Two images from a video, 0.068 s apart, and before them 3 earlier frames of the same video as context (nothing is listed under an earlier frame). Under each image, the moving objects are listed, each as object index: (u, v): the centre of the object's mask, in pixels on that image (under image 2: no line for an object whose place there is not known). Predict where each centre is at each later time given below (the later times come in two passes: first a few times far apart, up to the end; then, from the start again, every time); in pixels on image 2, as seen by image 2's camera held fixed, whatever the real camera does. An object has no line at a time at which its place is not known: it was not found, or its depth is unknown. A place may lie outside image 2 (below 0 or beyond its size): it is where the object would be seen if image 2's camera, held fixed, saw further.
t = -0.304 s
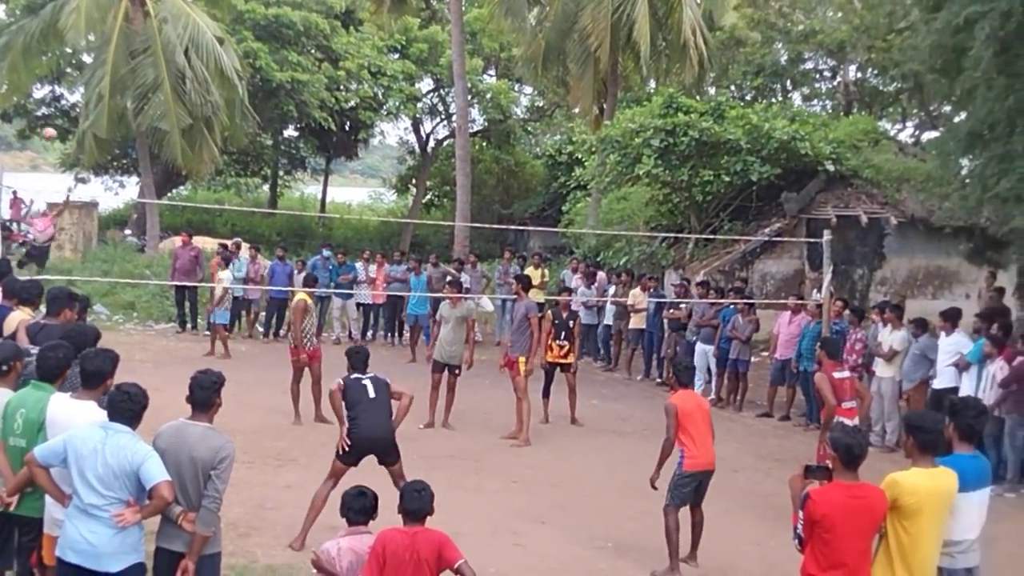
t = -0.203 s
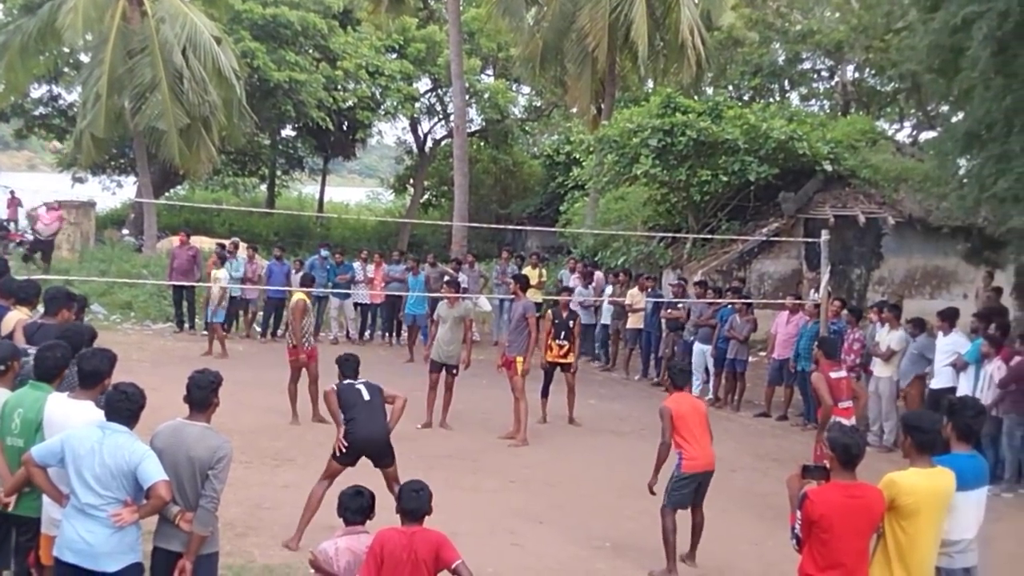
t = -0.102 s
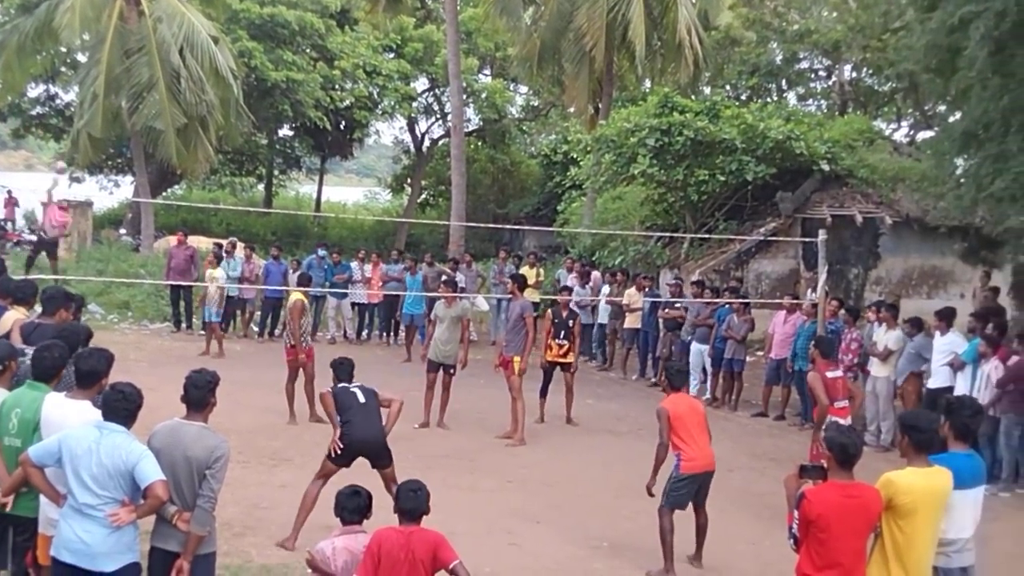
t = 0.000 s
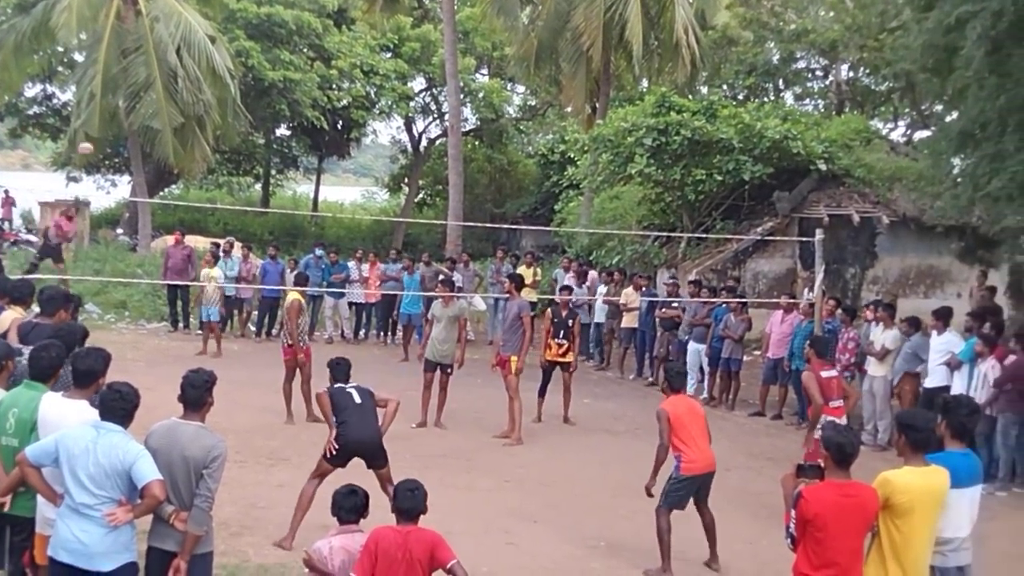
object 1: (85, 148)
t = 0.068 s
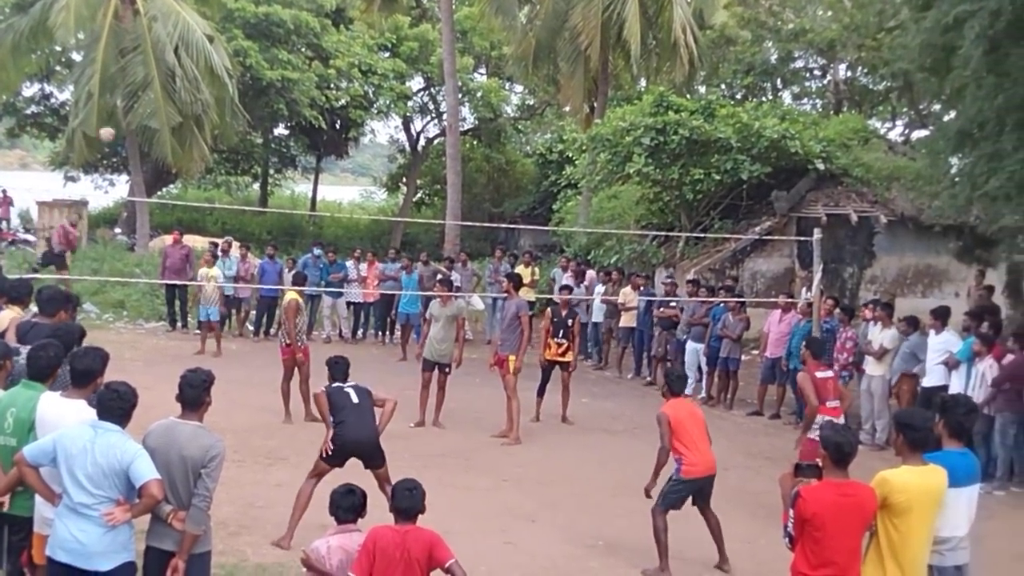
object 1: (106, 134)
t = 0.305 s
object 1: (195, 114)
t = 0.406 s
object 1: (240, 121)
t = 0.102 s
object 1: (118, 129)
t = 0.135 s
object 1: (130, 123)
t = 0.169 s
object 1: (142, 120)
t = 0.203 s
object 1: (155, 117)
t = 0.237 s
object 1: (169, 114)
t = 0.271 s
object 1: (182, 114)
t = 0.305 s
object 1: (195, 114)
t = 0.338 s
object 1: (210, 115)
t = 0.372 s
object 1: (225, 117)
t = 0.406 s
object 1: (240, 121)
